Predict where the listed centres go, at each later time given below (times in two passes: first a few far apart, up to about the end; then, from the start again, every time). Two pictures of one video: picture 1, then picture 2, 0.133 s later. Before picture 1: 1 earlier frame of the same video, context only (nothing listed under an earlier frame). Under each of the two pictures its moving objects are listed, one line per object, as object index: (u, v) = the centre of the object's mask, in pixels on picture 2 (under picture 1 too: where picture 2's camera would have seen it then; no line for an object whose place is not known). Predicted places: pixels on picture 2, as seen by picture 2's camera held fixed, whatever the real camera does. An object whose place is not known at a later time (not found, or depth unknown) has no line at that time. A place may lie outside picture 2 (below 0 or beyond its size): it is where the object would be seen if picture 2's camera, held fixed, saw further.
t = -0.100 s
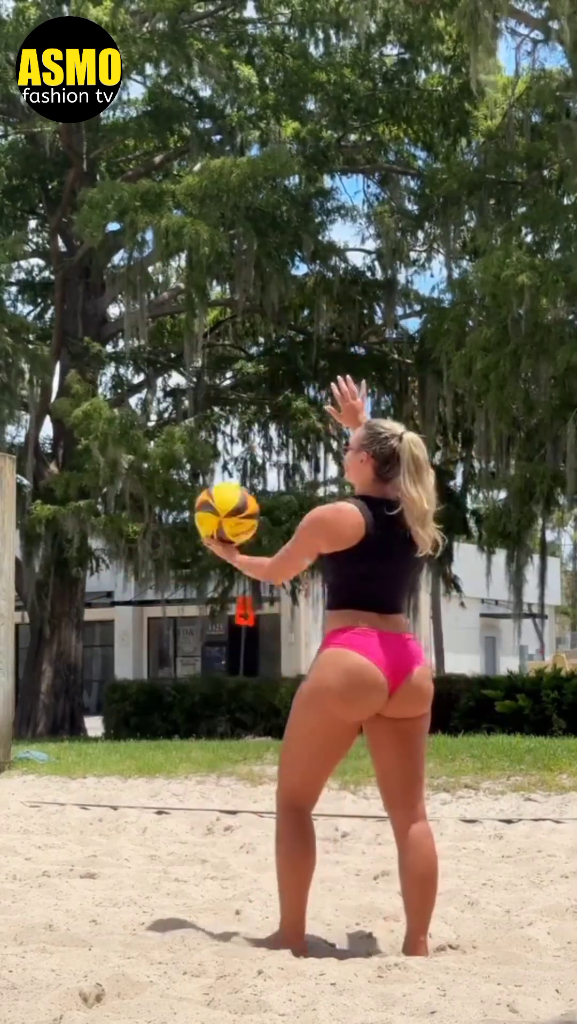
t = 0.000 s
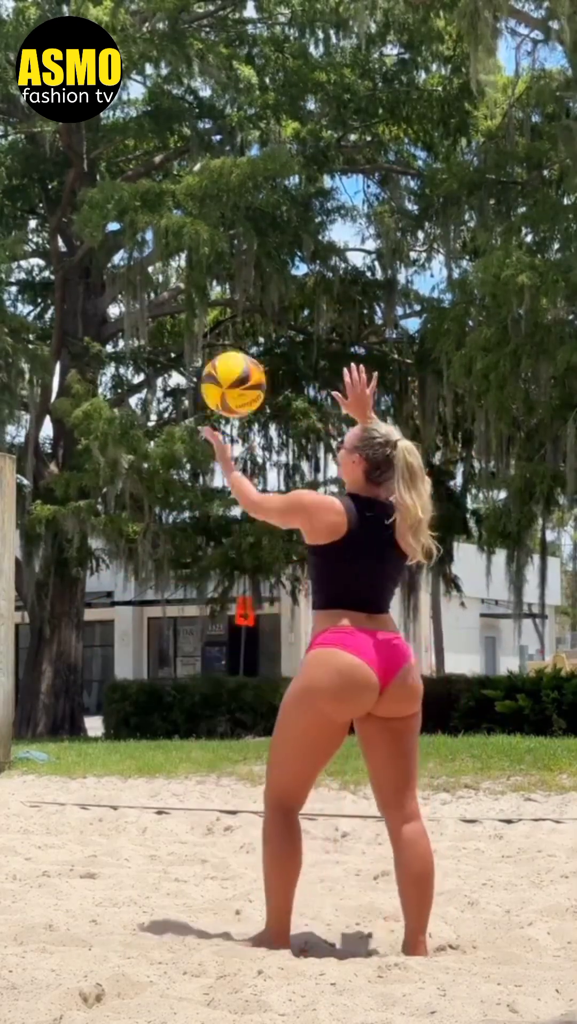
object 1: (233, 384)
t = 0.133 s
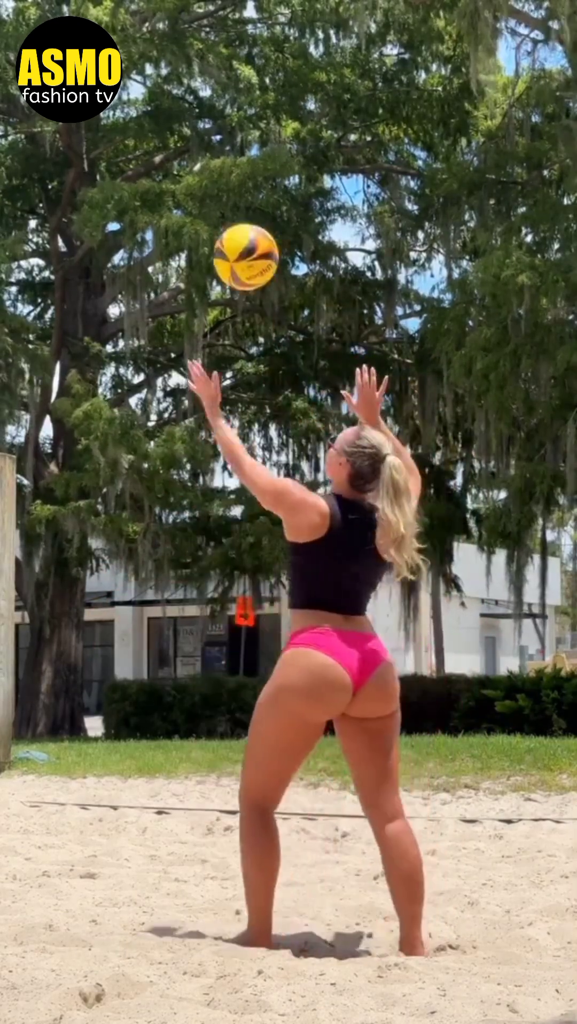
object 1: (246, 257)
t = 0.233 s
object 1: (256, 195)
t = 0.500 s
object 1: (284, 171)
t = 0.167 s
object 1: (249, 233)
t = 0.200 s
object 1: (252, 213)
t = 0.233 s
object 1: (256, 195)
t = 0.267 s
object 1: (259, 181)
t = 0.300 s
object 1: (263, 170)
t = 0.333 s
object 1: (266, 162)
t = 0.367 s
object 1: (270, 158)
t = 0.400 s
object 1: (273, 156)
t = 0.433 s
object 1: (277, 158)
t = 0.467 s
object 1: (280, 163)
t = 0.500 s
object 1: (284, 171)
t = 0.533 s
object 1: (287, 183)
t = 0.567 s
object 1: (291, 198)
